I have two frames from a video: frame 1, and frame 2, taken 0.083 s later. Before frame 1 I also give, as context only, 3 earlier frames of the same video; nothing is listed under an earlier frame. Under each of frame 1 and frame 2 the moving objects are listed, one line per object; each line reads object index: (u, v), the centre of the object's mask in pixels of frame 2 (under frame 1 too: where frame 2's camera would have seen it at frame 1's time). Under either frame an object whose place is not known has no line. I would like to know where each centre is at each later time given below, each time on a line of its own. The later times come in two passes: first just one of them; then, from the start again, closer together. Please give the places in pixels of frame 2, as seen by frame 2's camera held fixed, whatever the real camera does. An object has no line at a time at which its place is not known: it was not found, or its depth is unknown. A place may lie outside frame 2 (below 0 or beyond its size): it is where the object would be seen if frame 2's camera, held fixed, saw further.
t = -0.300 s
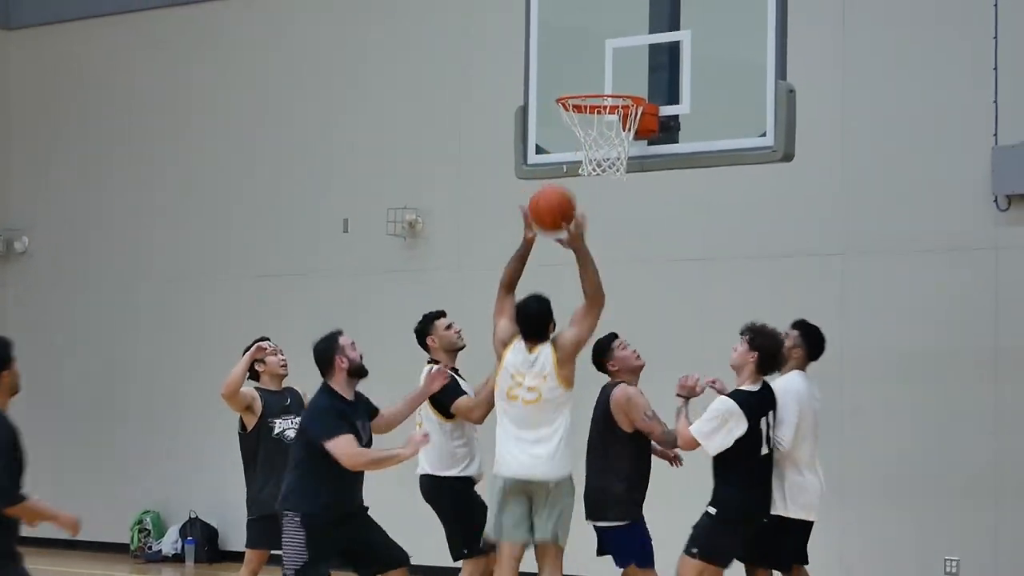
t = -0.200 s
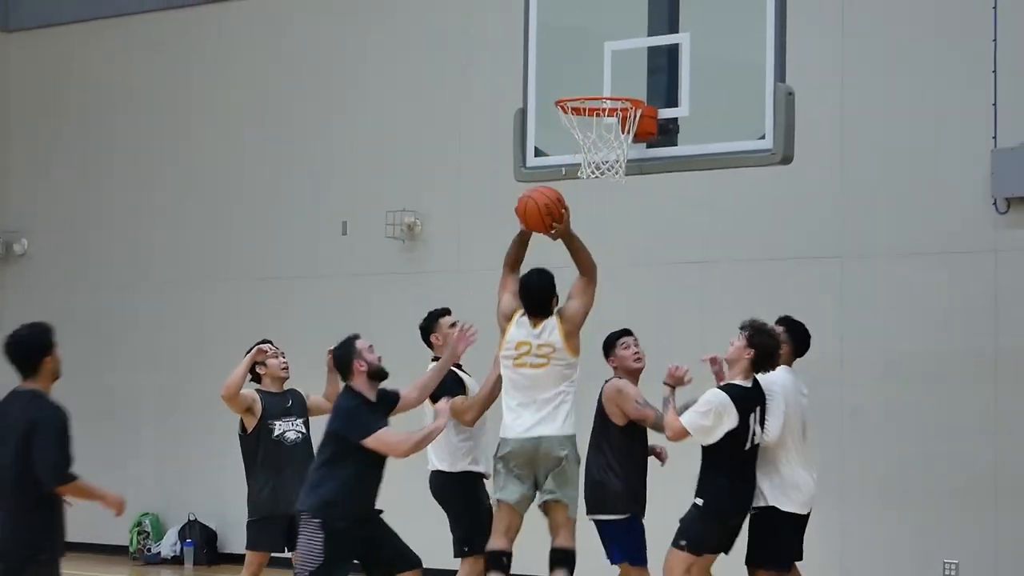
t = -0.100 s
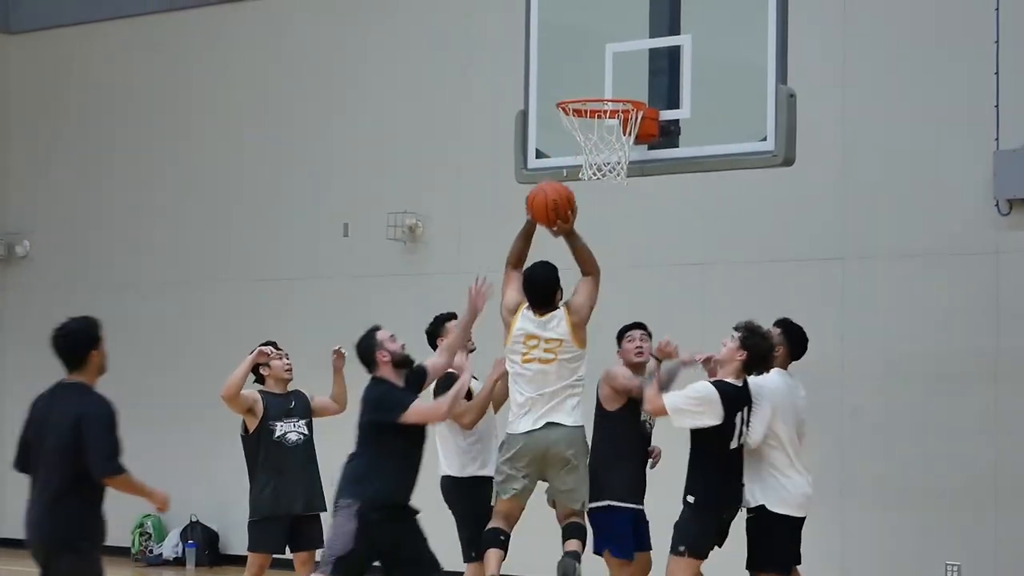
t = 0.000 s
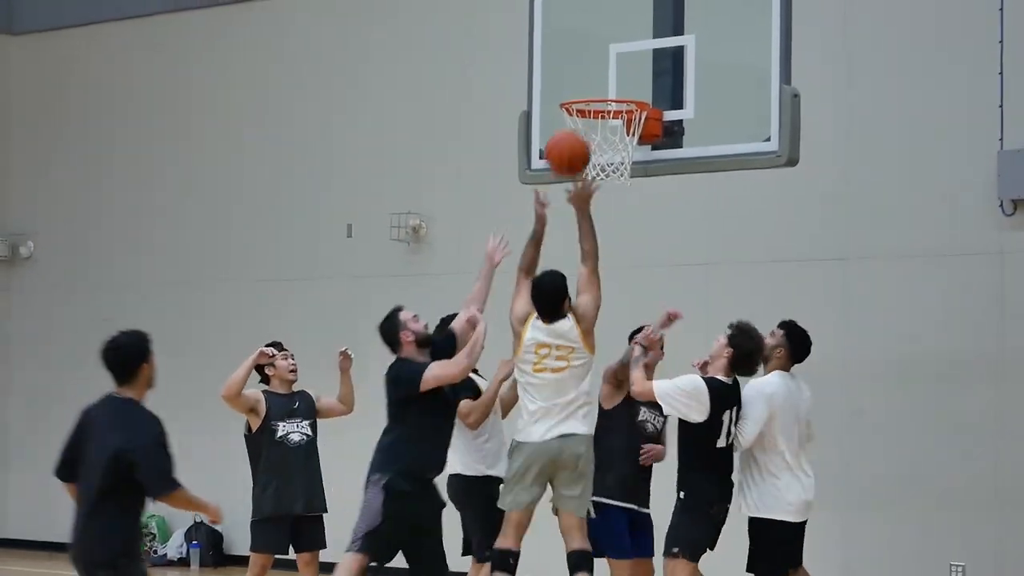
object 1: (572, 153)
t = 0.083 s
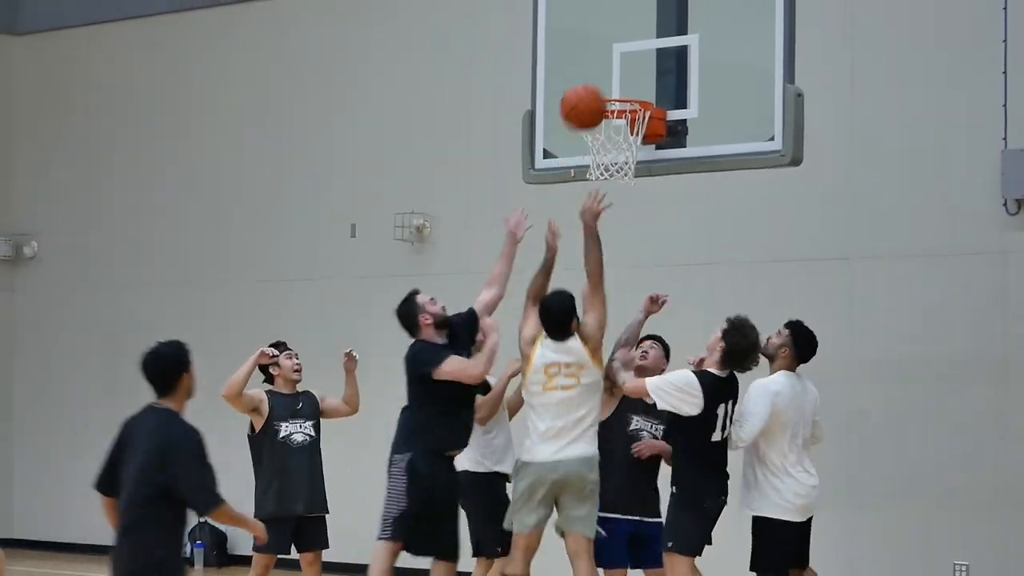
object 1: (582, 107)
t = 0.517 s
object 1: (640, 79)
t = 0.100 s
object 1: (586, 99)
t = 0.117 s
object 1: (588, 92)
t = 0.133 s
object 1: (590, 85)
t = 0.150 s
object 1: (592, 80)
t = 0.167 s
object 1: (595, 75)
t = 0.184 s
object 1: (597, 70)
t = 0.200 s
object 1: (599, 66)
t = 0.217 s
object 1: (601, 62)
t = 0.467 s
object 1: (634, 67)
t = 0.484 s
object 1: (636, 71)
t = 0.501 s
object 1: (638, 75)
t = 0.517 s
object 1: (640, 79)
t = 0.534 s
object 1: (640, 81)
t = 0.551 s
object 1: (639, 79)
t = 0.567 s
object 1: (637, 78)
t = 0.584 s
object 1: (635, 77)
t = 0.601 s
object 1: (632, 75)
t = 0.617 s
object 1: (630, 75)
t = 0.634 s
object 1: (629, 75)
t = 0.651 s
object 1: (627, 75)
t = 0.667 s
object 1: (625, 76)
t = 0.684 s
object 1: (622, 77)
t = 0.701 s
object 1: (621, 78)
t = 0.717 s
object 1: (619, 80)
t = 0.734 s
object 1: (617, 82)
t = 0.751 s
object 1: (615, 83)
